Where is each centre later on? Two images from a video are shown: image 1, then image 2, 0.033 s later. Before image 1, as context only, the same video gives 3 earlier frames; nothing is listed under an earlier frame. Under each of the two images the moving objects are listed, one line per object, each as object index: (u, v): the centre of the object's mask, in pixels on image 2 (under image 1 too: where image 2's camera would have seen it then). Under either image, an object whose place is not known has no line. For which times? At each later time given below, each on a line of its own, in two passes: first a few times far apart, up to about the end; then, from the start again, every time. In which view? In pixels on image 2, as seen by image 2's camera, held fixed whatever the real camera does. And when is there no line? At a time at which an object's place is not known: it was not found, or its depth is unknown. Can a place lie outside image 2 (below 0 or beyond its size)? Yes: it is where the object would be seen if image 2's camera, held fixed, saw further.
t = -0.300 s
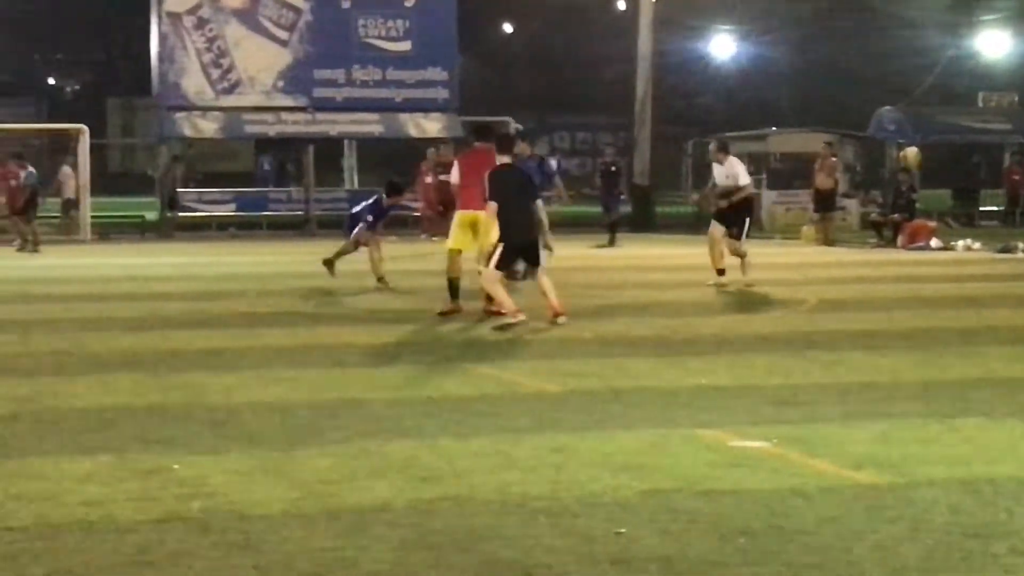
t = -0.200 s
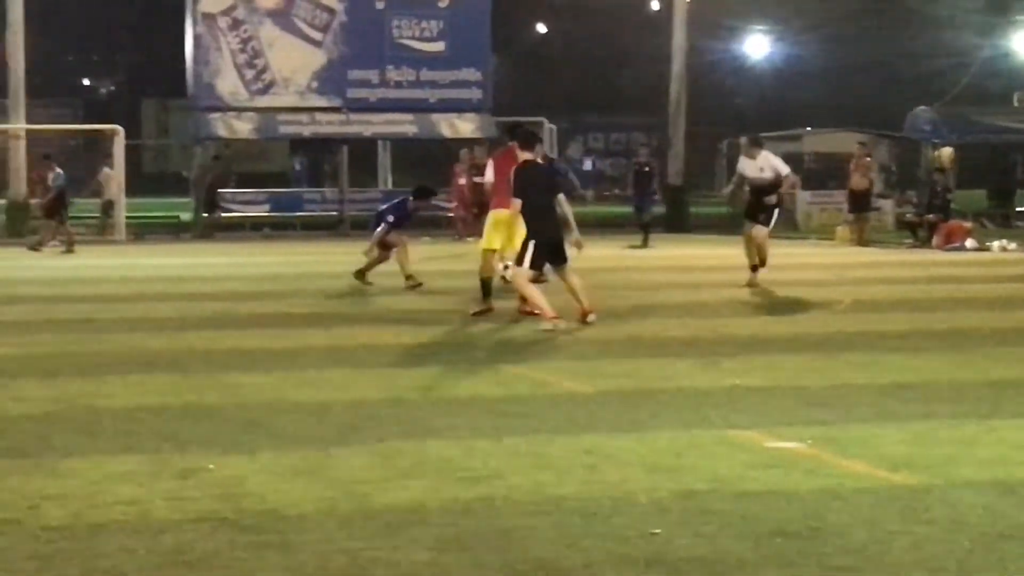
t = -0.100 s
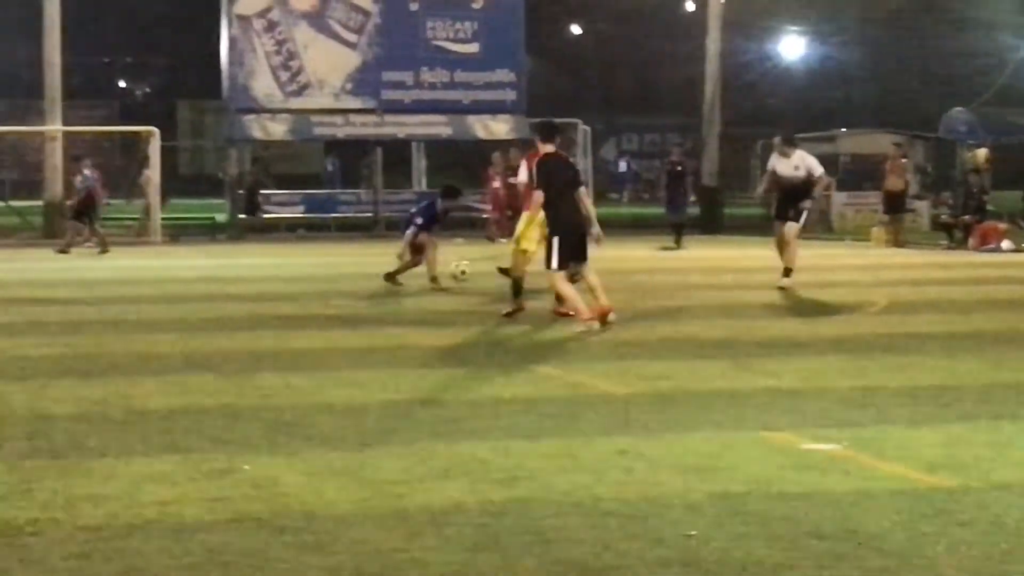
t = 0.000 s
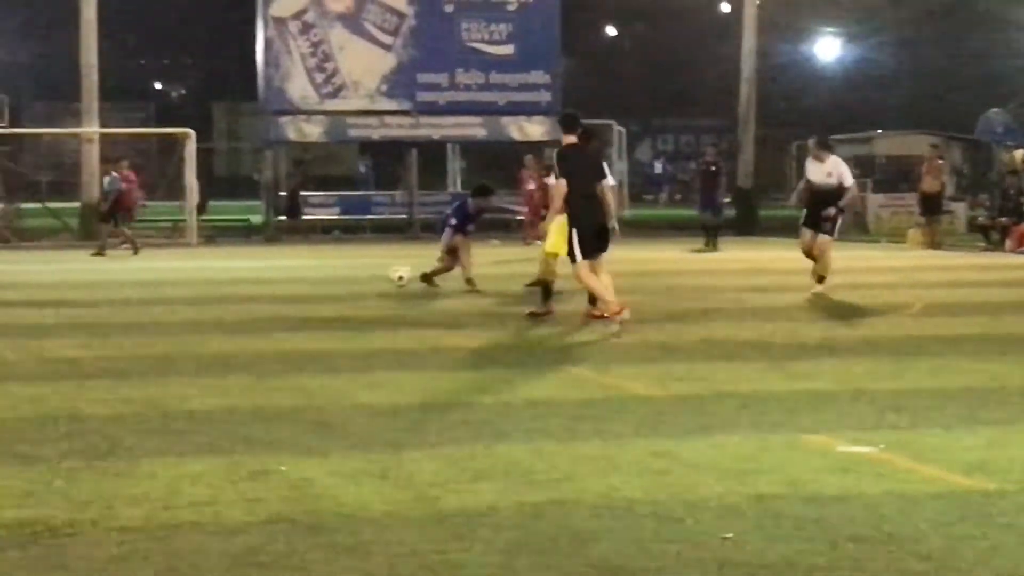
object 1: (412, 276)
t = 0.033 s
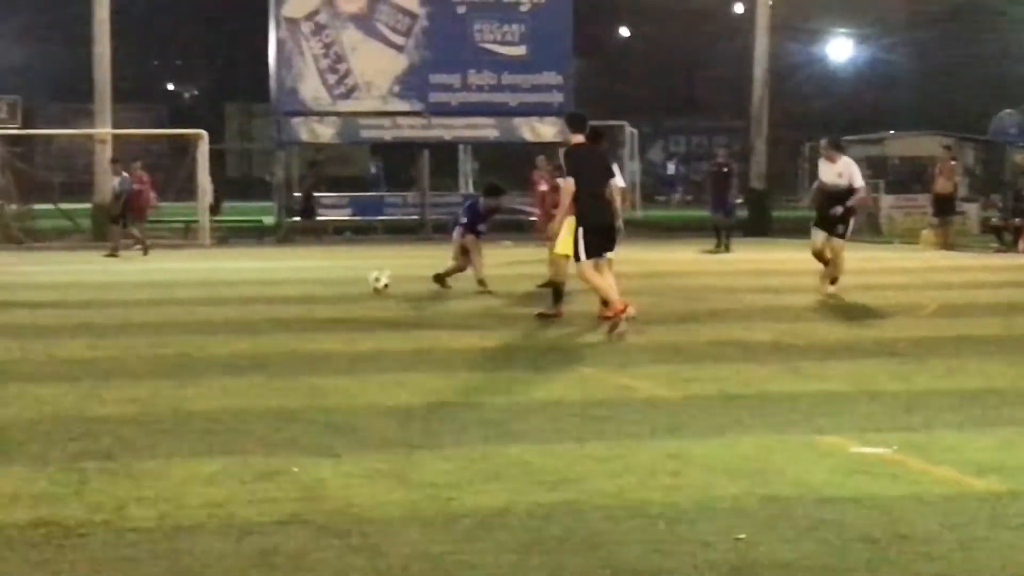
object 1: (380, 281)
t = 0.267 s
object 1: (166, 291)
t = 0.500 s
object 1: (-35, 299)
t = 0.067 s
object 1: (348, 285)
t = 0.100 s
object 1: (321, 283)
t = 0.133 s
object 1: (290, 282)
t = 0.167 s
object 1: (259, 283)
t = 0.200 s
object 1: (228, 286)
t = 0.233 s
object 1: (197, 287)
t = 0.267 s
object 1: (166, 291)
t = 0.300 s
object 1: (136, 294)
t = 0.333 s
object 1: (108, 291)
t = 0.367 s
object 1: (80, 290)
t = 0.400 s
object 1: (52, 290)
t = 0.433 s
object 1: (24, 292)
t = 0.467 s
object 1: (-6, 294)
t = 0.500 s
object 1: (-35, 299)
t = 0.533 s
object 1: (-65, 304)
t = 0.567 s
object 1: (-92, 302)
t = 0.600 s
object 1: (-118, 301)
